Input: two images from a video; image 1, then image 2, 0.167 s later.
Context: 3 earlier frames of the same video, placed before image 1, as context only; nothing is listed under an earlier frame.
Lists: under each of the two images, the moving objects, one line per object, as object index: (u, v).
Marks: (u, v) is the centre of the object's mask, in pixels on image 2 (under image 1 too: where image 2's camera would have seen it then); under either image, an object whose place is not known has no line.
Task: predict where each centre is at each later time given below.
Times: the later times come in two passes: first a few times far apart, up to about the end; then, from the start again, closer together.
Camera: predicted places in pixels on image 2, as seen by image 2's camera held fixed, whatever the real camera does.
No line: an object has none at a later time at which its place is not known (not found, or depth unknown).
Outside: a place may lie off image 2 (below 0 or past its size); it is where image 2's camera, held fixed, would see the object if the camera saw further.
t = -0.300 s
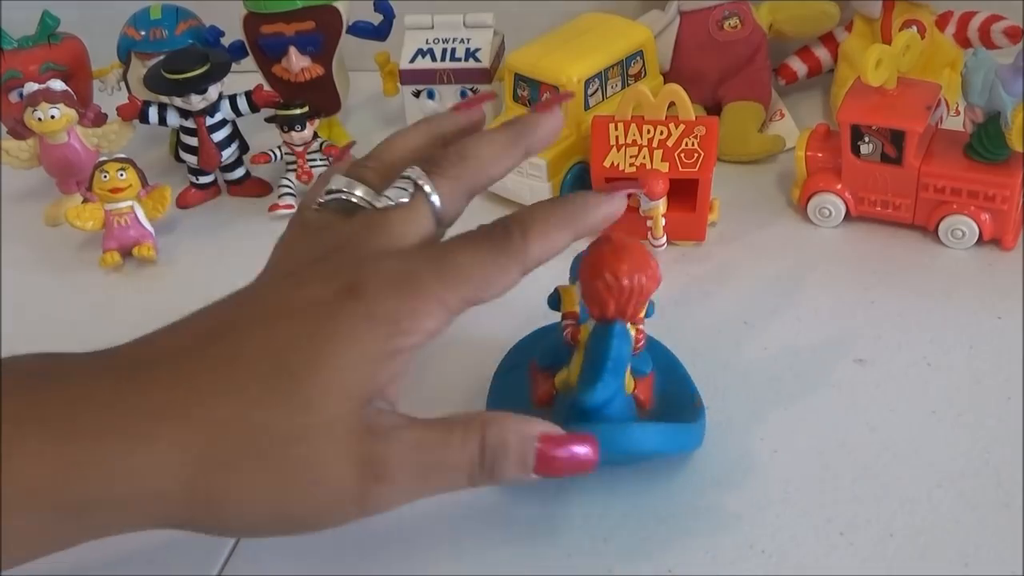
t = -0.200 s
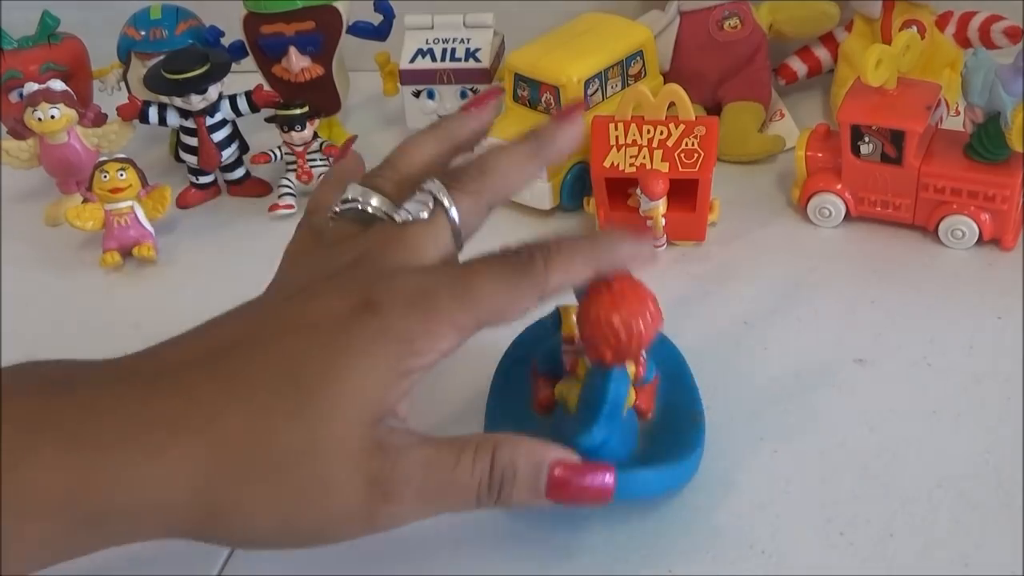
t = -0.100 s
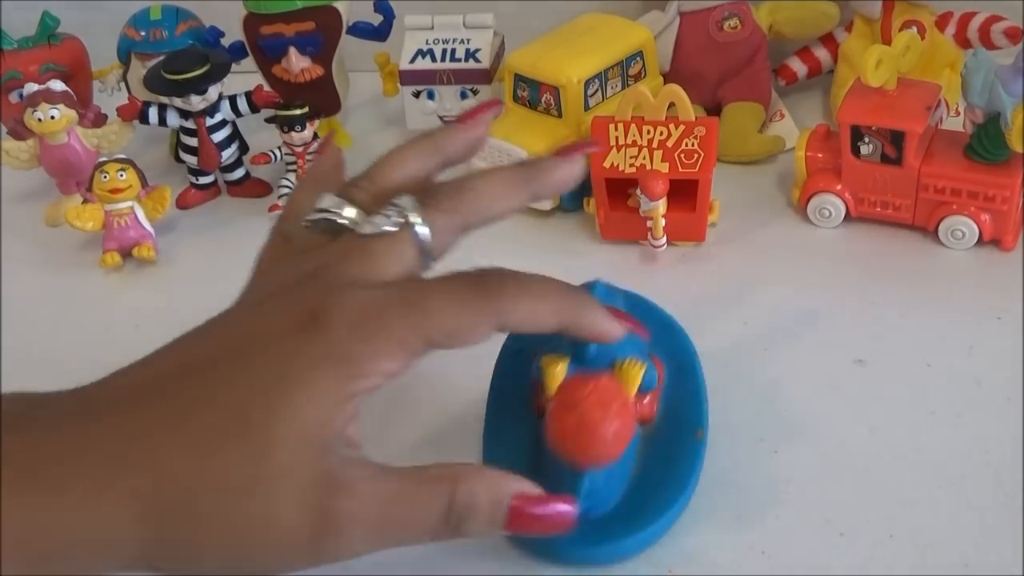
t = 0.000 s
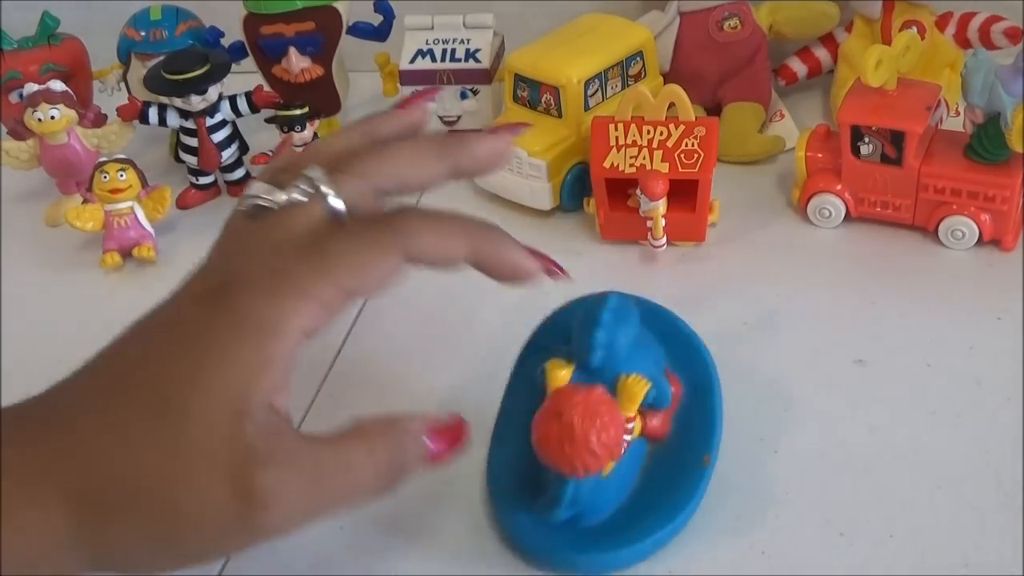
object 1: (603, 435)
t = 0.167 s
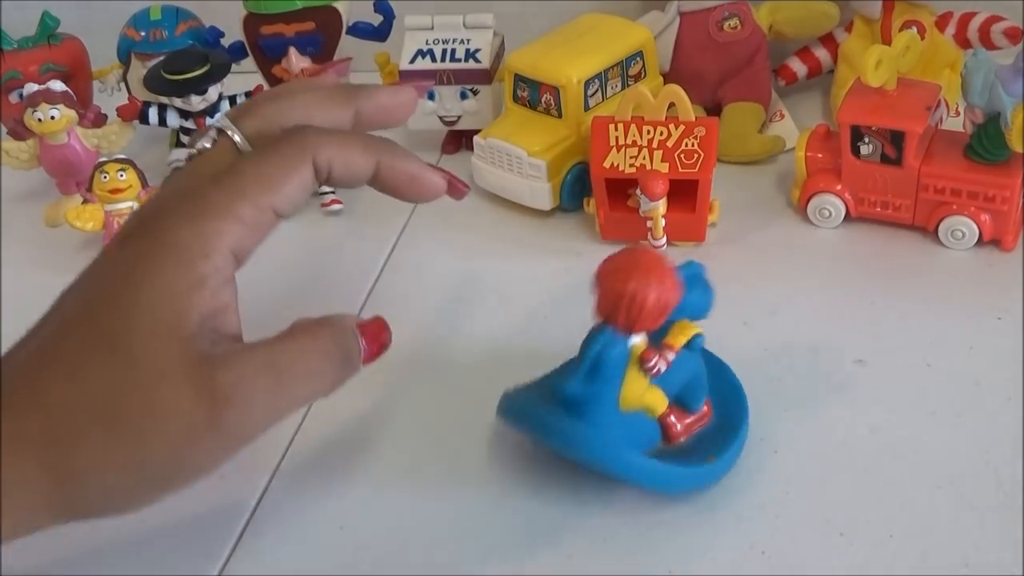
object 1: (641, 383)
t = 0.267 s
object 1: (647, 370)
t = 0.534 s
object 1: (577, 411)
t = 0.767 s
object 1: (647, 397)
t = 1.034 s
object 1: (594, 407)
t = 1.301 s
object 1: (606, 410)
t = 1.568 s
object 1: (618, 409)
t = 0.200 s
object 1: (649, 373)
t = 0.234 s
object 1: (650, 368)
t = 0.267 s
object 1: (647, 370)
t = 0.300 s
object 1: (638, 378)
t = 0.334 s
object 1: (626, 388)
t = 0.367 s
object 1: (615, 401)
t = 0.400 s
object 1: (606, 410)
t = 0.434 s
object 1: (598, 416)
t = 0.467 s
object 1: (589, 416)
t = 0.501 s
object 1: (581, 414)
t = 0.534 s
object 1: (577, 411)
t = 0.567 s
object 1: (581, 410)
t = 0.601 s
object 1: (591, 410)
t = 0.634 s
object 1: (602, 411)
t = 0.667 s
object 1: (615, 409)
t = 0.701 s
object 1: (627, 408)
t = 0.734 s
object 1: (638, 403)
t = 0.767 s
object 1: (647, 397)
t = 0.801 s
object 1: (649, 392)
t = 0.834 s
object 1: (647, 388)
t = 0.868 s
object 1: (640, 387)
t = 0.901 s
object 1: (631, 392)
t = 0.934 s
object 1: (622, 402)
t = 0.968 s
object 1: (612, 409)
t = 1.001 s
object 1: (603, 410)
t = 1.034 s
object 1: (594, 407)
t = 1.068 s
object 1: (586, 403)
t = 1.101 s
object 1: (581, 398)
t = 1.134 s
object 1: (579, 397)
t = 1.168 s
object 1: (580, 400)
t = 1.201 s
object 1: (583, 404)
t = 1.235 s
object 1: (589, 408)
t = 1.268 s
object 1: (597, 410)
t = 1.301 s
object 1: (606, 410)
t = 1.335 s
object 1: (616, 410)
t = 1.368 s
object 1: (625, 410)
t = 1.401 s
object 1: (632, 410)
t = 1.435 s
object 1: (637, 410)
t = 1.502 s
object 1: (634, 409)
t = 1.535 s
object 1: (627, 409)
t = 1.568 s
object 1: (618, 409)
